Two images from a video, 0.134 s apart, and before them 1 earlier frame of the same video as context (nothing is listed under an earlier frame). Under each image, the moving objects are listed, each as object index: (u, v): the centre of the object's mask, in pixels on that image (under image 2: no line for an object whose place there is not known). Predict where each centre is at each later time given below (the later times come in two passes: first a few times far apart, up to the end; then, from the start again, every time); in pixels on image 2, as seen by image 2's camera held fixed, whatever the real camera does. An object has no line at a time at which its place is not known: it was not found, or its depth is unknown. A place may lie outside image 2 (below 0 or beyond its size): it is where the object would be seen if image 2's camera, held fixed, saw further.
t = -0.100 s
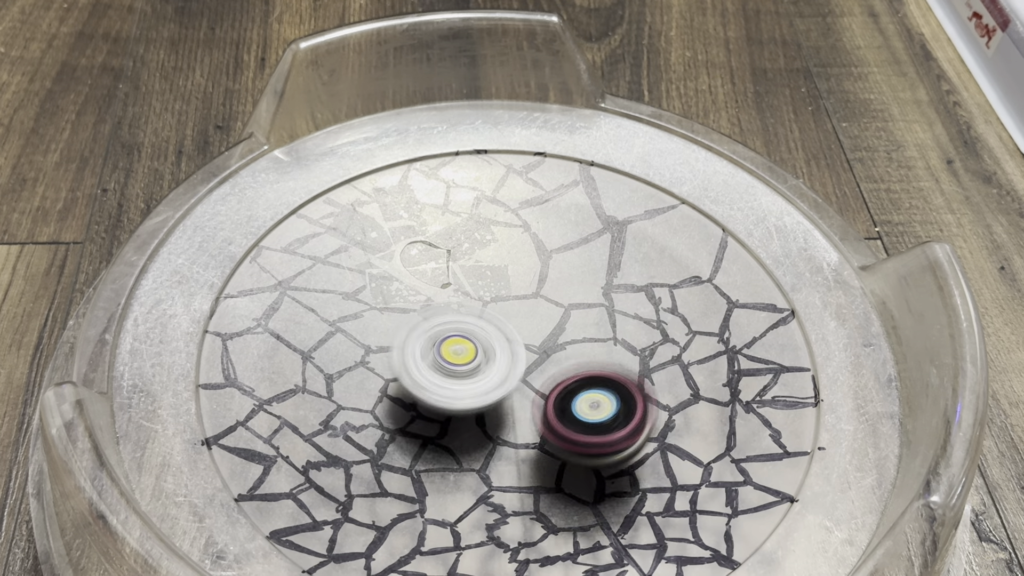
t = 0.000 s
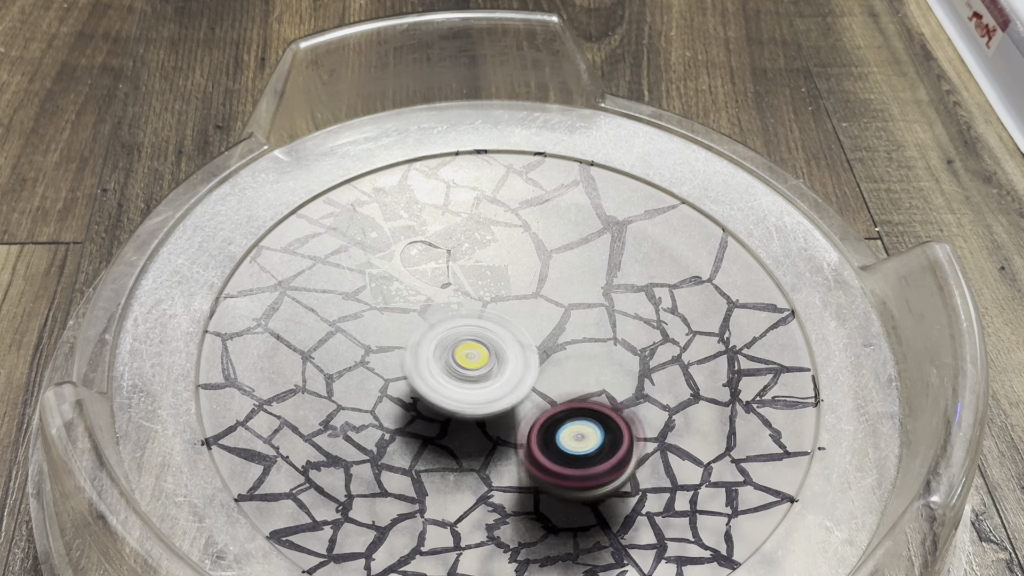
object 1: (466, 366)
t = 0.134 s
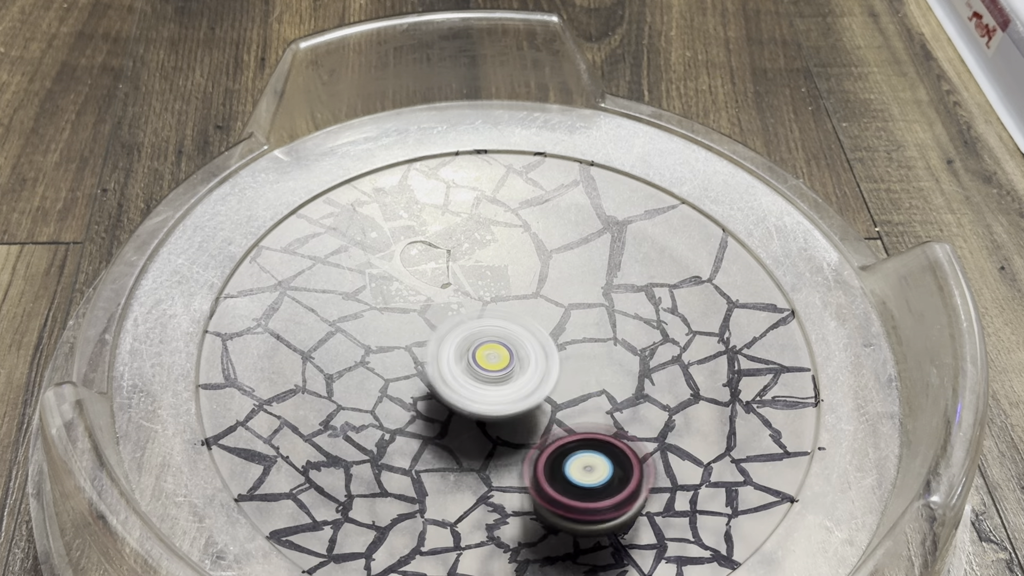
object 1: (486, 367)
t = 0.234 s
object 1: (501, 363)
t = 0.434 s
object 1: (501, 297)
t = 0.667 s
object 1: (470, 264)
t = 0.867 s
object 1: (471, 270)
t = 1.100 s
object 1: (492, 299)
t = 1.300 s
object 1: (520, 331)
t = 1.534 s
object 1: (534, 356)
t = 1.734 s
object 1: (552, 354)
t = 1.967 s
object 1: (539, 368)
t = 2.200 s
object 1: (520, 371)
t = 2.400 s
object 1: (508, 369)
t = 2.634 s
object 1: (482, 349)
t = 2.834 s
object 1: (478, 341)
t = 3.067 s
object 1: (573, 451)
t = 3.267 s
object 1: (592, 450)
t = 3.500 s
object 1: (575, 410)
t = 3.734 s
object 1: (531, 372)
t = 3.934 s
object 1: (506, 339)
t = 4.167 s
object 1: (501, 335)
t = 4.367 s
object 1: (489, 334)
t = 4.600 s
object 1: (505, 334)
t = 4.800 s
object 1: (517, 337)
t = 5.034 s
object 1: (518, 334)
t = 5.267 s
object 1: (521, 331)
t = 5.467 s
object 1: (525, 332)
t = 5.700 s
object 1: (530, 332)
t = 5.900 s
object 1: (530, 335)
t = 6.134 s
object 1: (530, 339)
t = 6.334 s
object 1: (525, 342)
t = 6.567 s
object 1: (520, 342)
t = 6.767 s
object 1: (514, 340)
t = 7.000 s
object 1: (536, 505)
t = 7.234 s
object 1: (572, 472)
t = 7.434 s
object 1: (532, 423)
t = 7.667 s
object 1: (453, 330)
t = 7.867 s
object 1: (439, 293)
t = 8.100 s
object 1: (439, 298)
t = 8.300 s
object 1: (487, 312)
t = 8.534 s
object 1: (554, 350)
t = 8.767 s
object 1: (574, 363)
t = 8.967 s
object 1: (572, 368)
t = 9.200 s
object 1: (530, 378)
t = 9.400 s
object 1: (488, 366)
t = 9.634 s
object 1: (487, 360)
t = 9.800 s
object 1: (490, 352)
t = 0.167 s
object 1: (490, 365)
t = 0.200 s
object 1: (496, 364)
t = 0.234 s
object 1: (501, 363)
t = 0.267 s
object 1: (505, 362)
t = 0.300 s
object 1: (508, 360)
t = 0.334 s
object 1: (511, 359)
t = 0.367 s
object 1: (509, 341)
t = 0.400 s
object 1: (504, 318)
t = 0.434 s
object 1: (501, 297)
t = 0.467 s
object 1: (494, 282)
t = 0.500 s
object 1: (486, 272)
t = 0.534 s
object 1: (480, 267)
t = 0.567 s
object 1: (477, 264)
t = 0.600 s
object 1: (475, 262)
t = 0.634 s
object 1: (475, 263)
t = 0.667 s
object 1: (470, 264)
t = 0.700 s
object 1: (470, 265)
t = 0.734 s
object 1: (470, 266)
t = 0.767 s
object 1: (469, 267)
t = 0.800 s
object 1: (468, 267)
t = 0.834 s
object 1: (469, 268)
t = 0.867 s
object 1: (471, 270)
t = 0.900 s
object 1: (472, 271)
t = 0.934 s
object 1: (473, 274)
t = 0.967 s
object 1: (477, 278)
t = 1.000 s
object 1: (481, 284)
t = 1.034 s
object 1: (484, 289)
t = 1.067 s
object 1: (487, 294)
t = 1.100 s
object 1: (492, 299)
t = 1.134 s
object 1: (496, 305)
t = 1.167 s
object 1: (501, 311)
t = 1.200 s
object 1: (507, 318)
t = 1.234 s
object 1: (511, 324)
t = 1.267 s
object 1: (515, 327)
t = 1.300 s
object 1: (520, 331)
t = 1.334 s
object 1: (523, 335)
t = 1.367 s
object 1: (526, 340)
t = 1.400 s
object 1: (528, 344)
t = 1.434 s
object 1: (530, 347)
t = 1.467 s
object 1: (534, 351)
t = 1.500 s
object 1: (533, 354)
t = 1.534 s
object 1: (534, 356)
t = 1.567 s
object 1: (534, 358)
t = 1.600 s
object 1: (545, 356)
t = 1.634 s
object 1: (553, 352)
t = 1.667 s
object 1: (554, 352)
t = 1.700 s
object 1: (553, 354)
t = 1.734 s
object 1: (552, 354)
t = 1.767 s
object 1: (552, 355)
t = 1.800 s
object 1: (549, 359)
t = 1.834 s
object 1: (547, 362)
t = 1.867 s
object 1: (546, 364)
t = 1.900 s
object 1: (543, 365)
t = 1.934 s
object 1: (541, 367)
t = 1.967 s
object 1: (539, 368)
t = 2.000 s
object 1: (537, 369)
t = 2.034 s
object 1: (535, 368)
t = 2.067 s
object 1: (531, 371)
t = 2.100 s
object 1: (532, 370)
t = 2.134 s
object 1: (527, 371)
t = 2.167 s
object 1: (523, 371)
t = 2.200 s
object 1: (520, 371)
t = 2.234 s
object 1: (517, 371)
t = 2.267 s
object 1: (516, 368)
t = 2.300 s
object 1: (515, 372)
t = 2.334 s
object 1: (514, 372)
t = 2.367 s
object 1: (510, 371)
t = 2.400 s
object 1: (508, 369)
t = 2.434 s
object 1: (503, 367)
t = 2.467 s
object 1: (503, 362)
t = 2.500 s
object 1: (495, 360)
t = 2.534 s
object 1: (491, 357)
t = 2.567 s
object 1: (491, 353)
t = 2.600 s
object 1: (486, 351)
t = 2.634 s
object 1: (482, 349)
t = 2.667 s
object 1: (479, 347)
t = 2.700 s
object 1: (477, 344)
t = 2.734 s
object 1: (475, 341)
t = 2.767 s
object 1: (479, 339)
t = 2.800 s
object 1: (477, 338)
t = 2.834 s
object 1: (478, 341)
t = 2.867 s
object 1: (490, 376)
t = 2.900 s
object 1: (505, 402)
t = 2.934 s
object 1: (519, 422)
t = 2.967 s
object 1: (536, 434)
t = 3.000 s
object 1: (544, 446)
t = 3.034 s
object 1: (563, 448)
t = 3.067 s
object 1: (573, 451)
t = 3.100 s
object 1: (575, 455)
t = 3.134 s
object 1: (582, 455)
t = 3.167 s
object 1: (586, 454)
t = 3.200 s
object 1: (588, 453)
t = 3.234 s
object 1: (590, 451)
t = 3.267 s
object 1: (592, 450)
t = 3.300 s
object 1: (593, 448)
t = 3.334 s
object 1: (593, 445)
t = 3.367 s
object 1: (591, 441)
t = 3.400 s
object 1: (589, 434)
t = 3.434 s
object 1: (586, 427)
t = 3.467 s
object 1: (579, 421)
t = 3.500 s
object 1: (575, 410)
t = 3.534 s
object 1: (567, 404)
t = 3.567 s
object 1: (562, 397)
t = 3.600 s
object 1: (556, 397)
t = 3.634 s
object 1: (548, 390)
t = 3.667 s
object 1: (541, 385)
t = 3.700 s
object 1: (537, 379)
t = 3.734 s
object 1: (531, 372)
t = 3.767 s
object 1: (524, 365)
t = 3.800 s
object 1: (520, 359)
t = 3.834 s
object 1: (516, 352)
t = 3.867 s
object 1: (513, 346)
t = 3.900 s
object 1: (508, 343)
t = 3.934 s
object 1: (506, 339)
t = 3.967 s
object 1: (506, 336)
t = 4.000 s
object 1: (503, 333)
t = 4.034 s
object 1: (503, 332)
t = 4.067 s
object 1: (504, 332)
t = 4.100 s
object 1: (504, 333)
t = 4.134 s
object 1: (501, 334)
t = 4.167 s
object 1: (501, 335)
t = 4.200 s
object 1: (501, 335)
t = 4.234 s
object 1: (497, 336)
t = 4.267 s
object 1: (493, 335)
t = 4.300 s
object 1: (494, 336)
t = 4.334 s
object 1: (490, 336)
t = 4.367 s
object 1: (489, 334)
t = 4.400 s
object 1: (491, 334)
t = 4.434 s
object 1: (490, 334)
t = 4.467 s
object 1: (491, 333)
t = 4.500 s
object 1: (493, 334)
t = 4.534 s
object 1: (496, 334)
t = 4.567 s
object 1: (499, 333)
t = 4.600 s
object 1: (505, 334)
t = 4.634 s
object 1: (506, 336)
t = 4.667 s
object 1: (510, 337)
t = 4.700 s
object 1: (513, 335)
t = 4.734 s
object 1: (513, 338)
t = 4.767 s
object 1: (517, 337)
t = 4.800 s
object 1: (517, 337)
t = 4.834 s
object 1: (517, 338)
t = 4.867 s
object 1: (518, 338)
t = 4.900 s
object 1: (517, 337)
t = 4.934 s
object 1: (518, 337)
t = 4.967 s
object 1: (517, 336)
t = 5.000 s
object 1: (518, 335)
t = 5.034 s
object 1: (518, 334)
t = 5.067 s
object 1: (518, 334)
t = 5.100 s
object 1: (519, 333)
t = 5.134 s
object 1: (519, 332)
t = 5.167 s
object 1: (519, 332)
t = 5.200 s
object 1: (521, 332)
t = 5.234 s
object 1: (521, 331)
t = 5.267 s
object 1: (521, 331)
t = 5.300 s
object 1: (522, 331)
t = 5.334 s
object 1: (522, 331)
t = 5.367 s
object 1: (522, 331)
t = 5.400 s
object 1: (524, 331)
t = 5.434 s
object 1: (525, 331)
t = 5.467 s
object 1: (525, 332)
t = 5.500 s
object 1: (523, 332)
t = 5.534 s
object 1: (527, 332)
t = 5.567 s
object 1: (529, 331)
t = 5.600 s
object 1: (526, 332)
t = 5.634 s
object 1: (528, 332)
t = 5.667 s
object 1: (530, 332)
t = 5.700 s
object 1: (530, 332)
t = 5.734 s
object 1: (528, 333)
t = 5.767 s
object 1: (529, 333)
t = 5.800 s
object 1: (528, 333)
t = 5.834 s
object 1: (529, 334)
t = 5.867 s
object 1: (530, 334)
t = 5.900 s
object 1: (530, 335)
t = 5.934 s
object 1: (530, 335)
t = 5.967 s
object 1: (530, 336)
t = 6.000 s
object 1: (530, 336)
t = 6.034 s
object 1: (530, 337)
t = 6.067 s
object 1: (531, 338)
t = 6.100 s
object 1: (531, 338)
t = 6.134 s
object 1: (530, 339)
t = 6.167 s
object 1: (530, 340)
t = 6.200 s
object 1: (529, 340)
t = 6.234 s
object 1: (530, 341)
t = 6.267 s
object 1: (530, 342)
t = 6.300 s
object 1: (526, 342)
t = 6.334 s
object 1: (525, 342)
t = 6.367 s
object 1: (524, 342)
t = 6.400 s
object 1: (523, 343)
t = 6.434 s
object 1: (522, 343)
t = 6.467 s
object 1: (521, 343)
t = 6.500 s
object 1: (522, 342)
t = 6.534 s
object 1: (518, 343)
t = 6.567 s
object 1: (520, 342)
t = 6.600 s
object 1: (519, 341)
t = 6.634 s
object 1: (518, 340)
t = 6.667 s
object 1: (517, 340)
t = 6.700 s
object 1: (516, 339)
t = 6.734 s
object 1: (516, 339)
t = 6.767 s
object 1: (514, 340)
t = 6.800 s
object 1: (507, 371)
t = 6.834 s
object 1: (504, 400)
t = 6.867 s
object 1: (509, 431)
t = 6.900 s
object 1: (519, 460)
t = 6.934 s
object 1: (528, 482)
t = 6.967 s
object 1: (537, 492)
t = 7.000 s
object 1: (536, 505)
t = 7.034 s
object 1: (537, 511)
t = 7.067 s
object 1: (538, 511)
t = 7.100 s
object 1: (538, 507)
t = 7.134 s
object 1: (548, 497)
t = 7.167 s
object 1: (552, 488)
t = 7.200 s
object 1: (561, 479)
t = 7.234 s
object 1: (572, 472)
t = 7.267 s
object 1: (575, 465)
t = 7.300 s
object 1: (573, 459)
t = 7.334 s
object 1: (568, 455)
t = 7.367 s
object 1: (551, 447)
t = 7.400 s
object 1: (539, 436)
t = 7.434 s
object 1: (532, 423)
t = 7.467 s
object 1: (517, 410)
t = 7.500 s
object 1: (506, 398)
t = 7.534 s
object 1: (493, 382)
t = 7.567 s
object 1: (481, 370)
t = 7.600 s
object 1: (470, 355)
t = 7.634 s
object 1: (462, 343)
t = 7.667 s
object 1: (453, 330)
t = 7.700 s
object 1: (447, 320)
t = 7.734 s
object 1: (446, 310)
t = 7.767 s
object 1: (442, 302)
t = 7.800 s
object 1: (440, 297)
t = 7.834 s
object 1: (439, 294)
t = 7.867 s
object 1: (439, 293)
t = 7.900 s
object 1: (439, 294)
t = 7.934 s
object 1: (439, 296)
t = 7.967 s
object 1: (437, 297)
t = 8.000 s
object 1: (436, 299)
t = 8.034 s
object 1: (435, 298)
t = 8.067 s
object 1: (437, 299)
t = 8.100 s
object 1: (439, 298)
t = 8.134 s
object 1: (443, 299)
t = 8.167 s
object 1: (451, 301)
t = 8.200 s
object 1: (458, 302)
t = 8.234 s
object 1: (468, 306)
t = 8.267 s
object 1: (480, 309)
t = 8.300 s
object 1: (487, 312)
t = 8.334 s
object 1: (500, 318)
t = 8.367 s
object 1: (512, 323)
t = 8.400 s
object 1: (521, 327)
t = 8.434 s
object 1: (531, 334)
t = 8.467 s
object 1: (540, 339)
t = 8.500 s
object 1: (547, 344)
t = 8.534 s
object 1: (554, 350)
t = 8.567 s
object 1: (560, 355)
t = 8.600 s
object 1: (564, 360)
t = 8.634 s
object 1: (567, 362)
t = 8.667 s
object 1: (568, 364)
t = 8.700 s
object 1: (569, 365)
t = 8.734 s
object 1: (570, 366)
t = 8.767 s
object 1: (574, 363)
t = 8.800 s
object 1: (570, 367)
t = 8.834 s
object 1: (575, 364)
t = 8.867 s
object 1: (571, 367)
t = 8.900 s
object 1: (574, 366)
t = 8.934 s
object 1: (573, 367)
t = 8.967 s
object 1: (572, 368)
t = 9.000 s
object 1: (568, 370)
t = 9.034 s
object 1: (564, 371)
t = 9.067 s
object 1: (559, 373)
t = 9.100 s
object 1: (554, 375)
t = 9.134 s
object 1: (548, 377)
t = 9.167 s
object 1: (540, 377)
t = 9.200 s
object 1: (530, 378)
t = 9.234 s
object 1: (523, 378)
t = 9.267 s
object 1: (517, 376)
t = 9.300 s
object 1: (508, 375)
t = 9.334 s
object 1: (500, 371)
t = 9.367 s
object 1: (492, 369)
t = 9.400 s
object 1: (488, 366)
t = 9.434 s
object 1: (487, 367)
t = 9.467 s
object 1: (490, 368)
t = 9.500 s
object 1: (490, 366)
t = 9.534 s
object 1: (489, 367)
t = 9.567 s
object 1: (488, 365)
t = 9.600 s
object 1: (489, 363)
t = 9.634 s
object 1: (487, 360)
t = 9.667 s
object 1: (487, 359)
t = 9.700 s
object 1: (488, 357)
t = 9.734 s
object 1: (486, 355)
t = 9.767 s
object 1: (488, 352)
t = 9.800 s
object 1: (490, 352)
